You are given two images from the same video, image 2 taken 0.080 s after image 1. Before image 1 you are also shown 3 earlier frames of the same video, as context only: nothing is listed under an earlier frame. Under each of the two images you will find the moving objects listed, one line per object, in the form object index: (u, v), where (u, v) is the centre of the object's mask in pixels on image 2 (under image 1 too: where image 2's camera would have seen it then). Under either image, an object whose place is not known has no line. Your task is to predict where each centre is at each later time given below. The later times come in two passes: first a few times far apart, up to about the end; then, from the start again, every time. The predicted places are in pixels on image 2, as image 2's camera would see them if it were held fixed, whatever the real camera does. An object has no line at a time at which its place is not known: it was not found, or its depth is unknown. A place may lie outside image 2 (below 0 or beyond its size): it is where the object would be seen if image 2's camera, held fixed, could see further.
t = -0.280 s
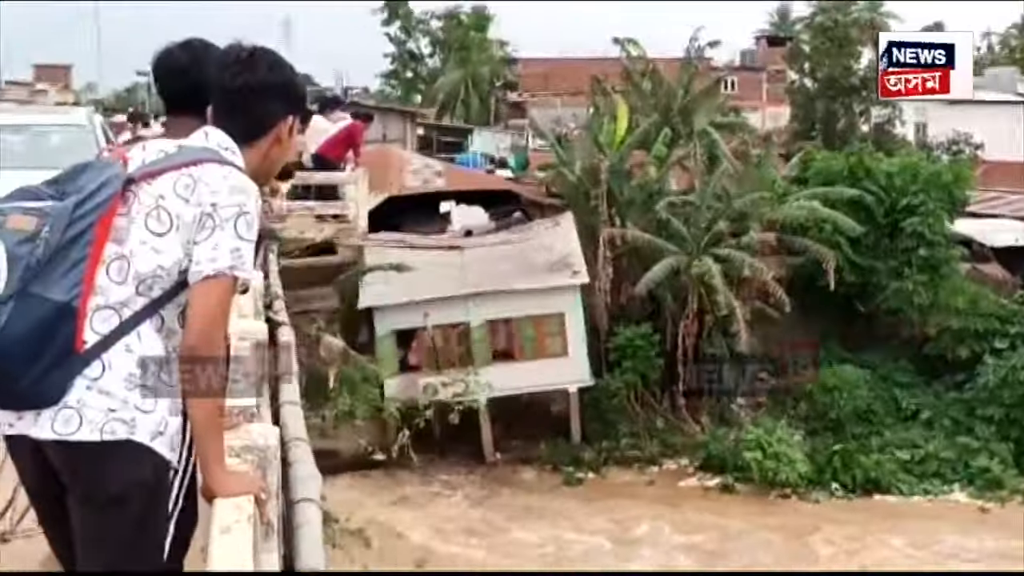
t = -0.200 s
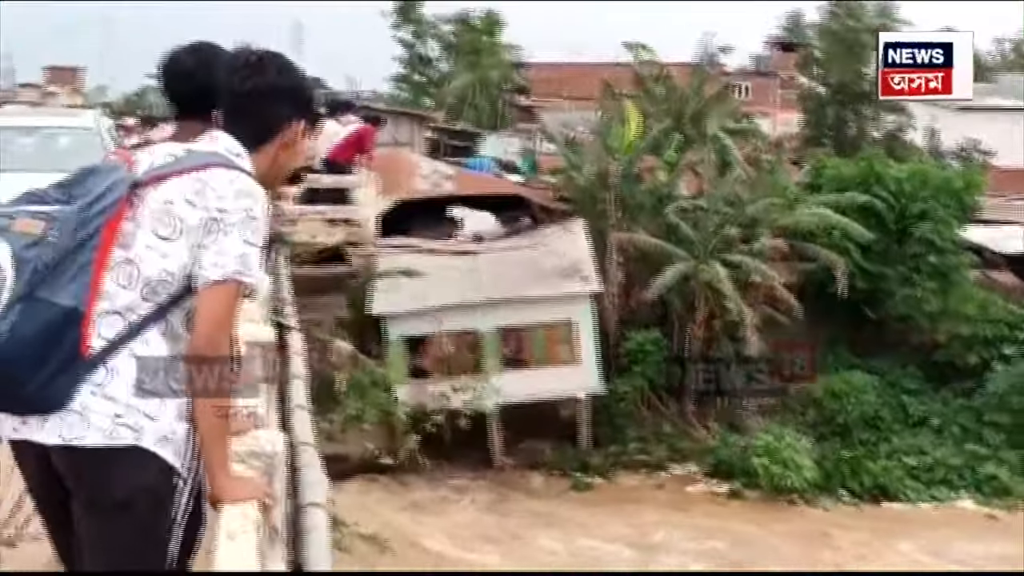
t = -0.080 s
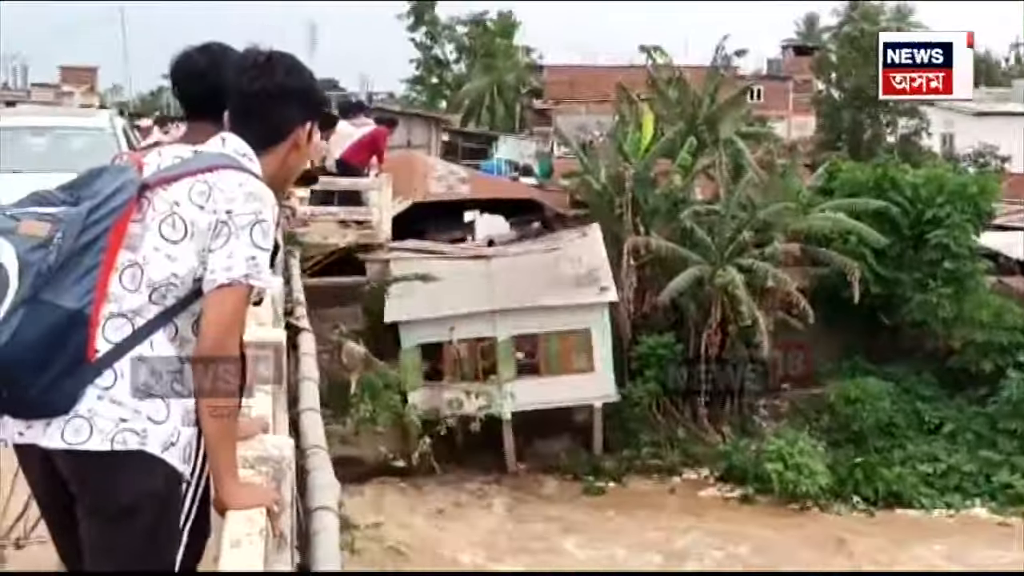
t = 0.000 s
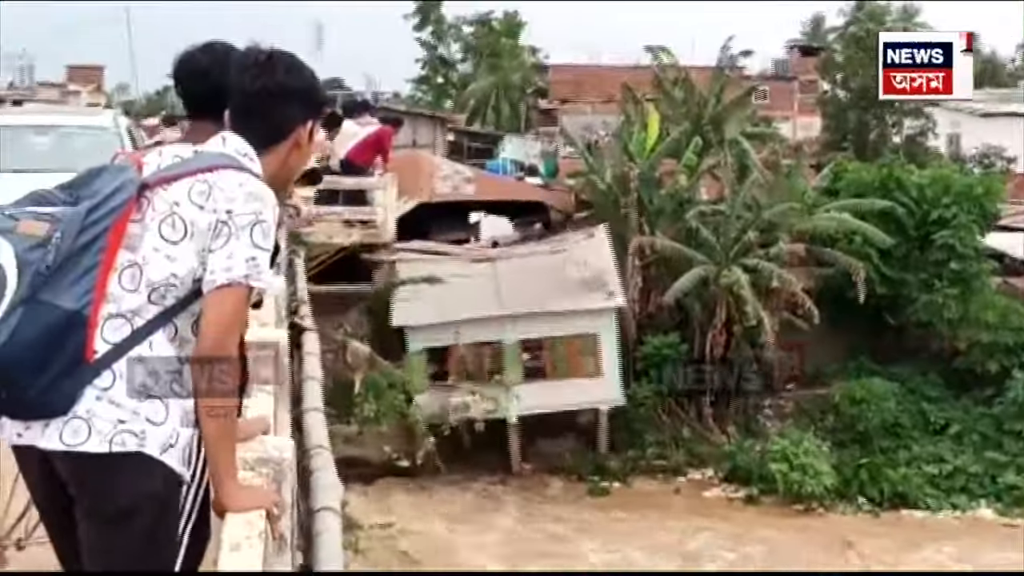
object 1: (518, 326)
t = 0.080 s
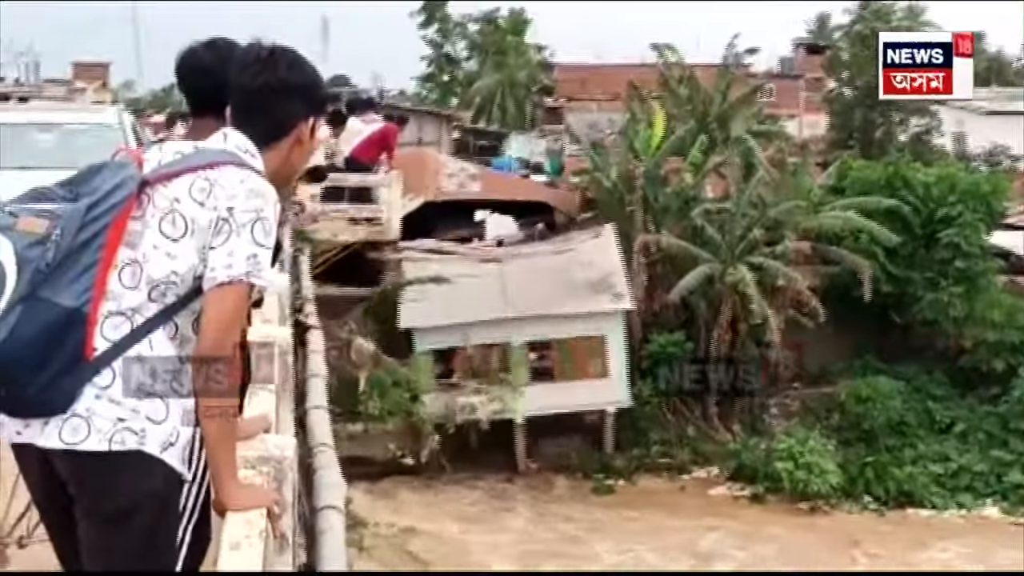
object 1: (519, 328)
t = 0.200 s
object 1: (519, 333)
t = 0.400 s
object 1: (522, 344)
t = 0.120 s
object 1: (519, 330)
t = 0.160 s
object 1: (519, 331)
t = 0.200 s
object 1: (519, 333)
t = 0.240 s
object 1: (521, 335)
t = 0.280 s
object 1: (520, 336)
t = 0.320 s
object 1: (521, 338)
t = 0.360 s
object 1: (522, 342)
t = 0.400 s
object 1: (522, 344)
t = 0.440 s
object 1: (523, 347)
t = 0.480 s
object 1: (523, 349)
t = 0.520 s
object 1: (523, 353)
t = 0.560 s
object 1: (524, 358)
